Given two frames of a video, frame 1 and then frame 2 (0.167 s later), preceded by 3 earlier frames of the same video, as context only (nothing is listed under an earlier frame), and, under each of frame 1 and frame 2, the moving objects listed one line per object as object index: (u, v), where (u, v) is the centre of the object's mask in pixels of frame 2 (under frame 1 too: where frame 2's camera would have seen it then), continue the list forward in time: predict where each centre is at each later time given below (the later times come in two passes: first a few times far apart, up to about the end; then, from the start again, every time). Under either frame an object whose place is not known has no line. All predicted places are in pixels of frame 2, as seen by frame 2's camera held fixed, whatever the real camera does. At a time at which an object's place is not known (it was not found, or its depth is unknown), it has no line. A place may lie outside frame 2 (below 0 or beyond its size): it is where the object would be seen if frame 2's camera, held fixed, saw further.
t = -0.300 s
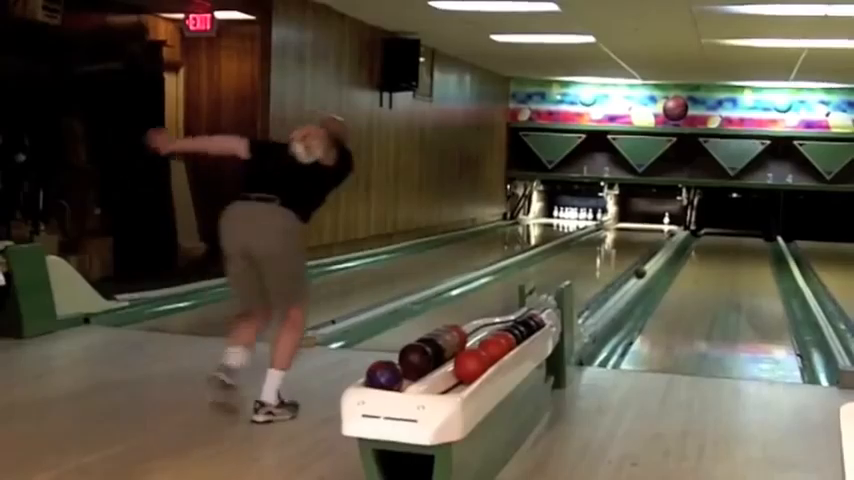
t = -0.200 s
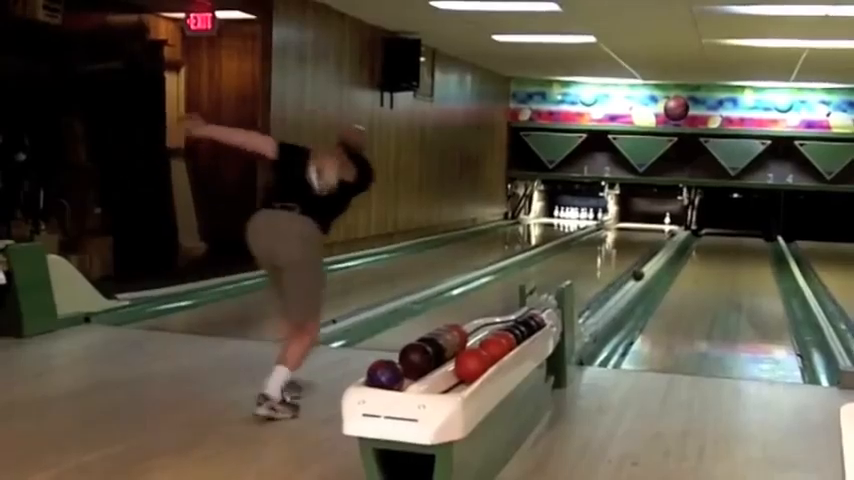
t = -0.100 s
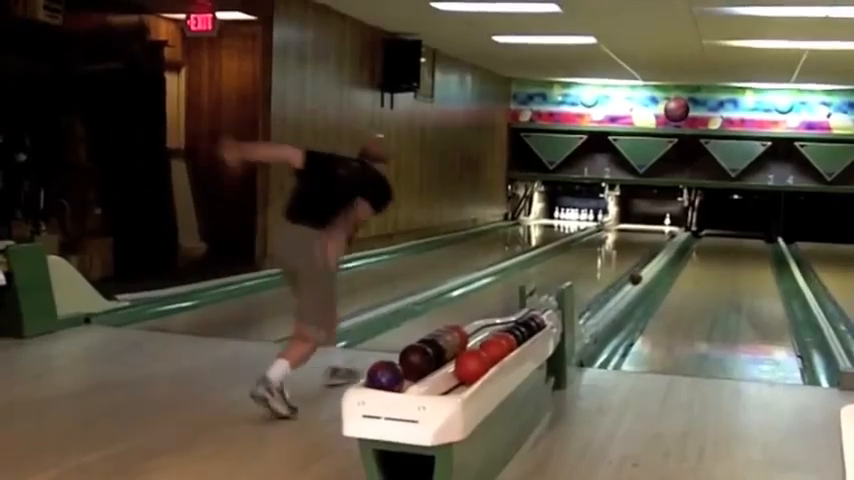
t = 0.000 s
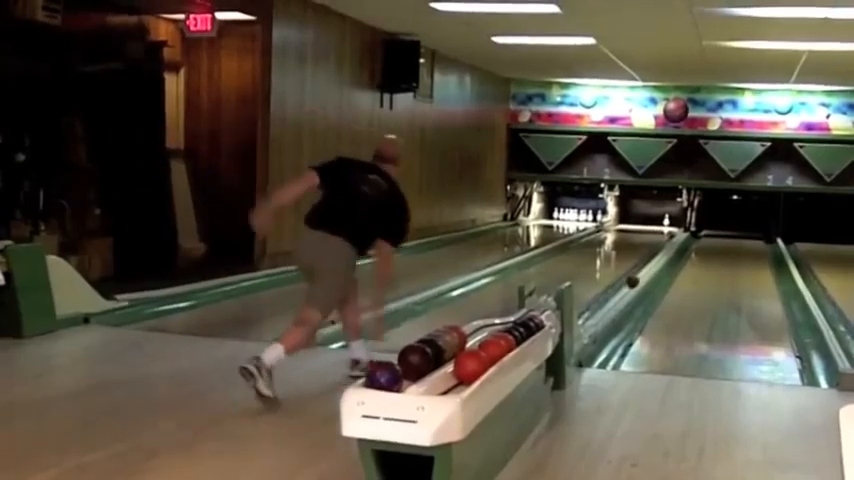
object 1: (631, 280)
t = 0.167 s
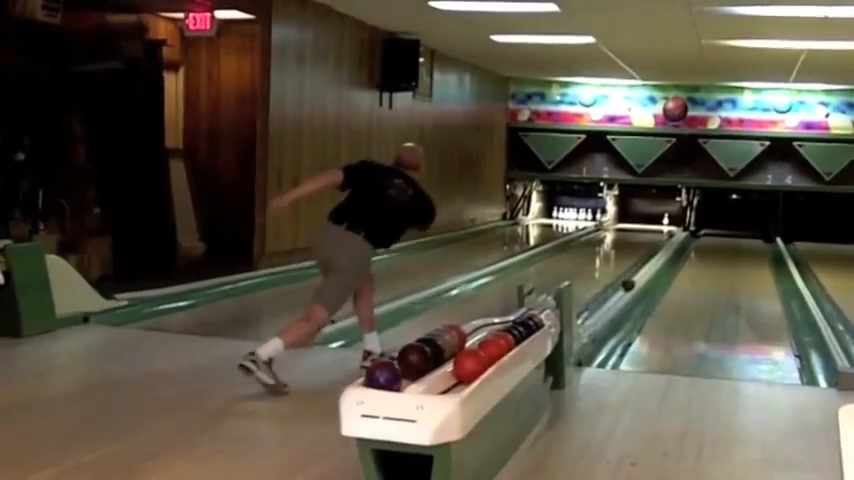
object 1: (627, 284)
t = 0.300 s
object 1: (623, 288)
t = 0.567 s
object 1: (616, 295)
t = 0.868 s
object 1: (603, 305)
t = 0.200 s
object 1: (626, 285)
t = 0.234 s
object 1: (625, 286)
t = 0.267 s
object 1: (624, 287)
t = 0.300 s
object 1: (623, 288)
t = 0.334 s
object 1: (622, 288)
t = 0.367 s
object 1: (621, 290)
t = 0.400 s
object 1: (620, 290)
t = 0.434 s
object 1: (619, 291)
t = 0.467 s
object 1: (618, 292)
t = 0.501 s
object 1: (618, 293)
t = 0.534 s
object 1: (617, 294)
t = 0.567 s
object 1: (616, 295)
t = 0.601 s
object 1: (615, 297)
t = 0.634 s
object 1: (613, 297)
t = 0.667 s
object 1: (612, 299)
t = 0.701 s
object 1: (610, 300)
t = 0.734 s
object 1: (609, 301)
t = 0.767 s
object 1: (607, 302)
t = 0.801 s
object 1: (605, 304)
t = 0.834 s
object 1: (604, 305)
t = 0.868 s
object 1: (603, 305)
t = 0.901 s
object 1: (602, 307)
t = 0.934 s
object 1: (601, 308)
